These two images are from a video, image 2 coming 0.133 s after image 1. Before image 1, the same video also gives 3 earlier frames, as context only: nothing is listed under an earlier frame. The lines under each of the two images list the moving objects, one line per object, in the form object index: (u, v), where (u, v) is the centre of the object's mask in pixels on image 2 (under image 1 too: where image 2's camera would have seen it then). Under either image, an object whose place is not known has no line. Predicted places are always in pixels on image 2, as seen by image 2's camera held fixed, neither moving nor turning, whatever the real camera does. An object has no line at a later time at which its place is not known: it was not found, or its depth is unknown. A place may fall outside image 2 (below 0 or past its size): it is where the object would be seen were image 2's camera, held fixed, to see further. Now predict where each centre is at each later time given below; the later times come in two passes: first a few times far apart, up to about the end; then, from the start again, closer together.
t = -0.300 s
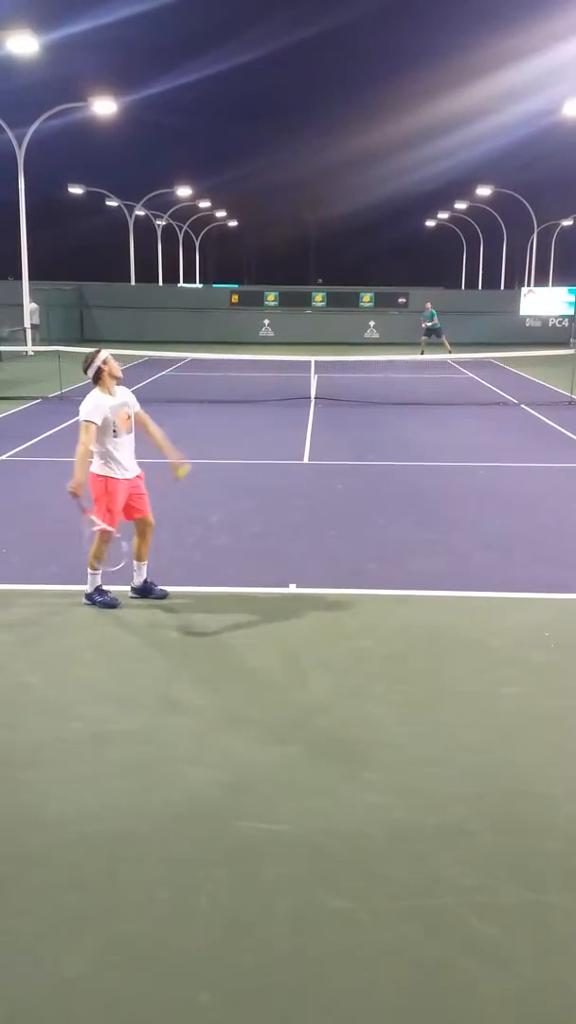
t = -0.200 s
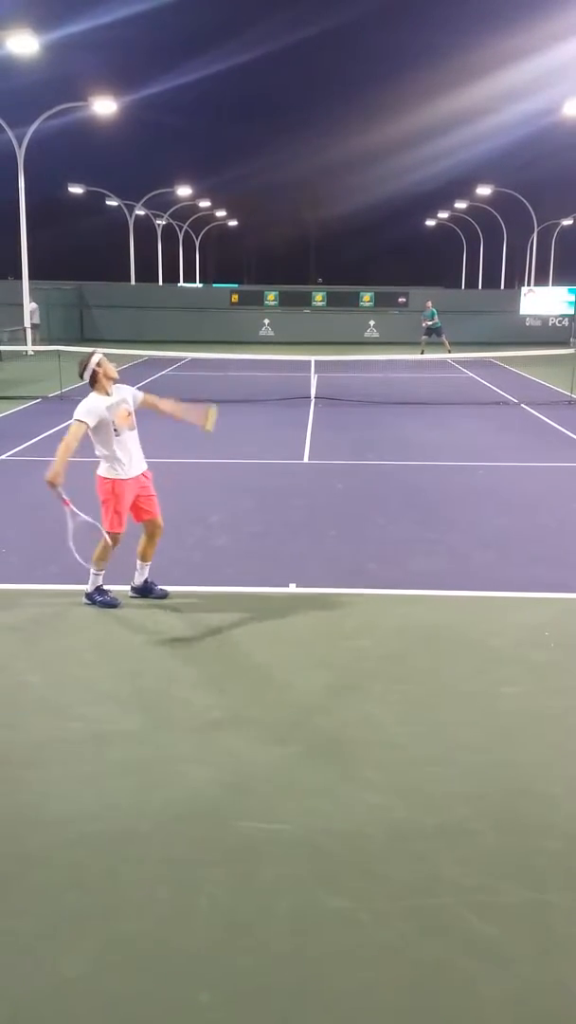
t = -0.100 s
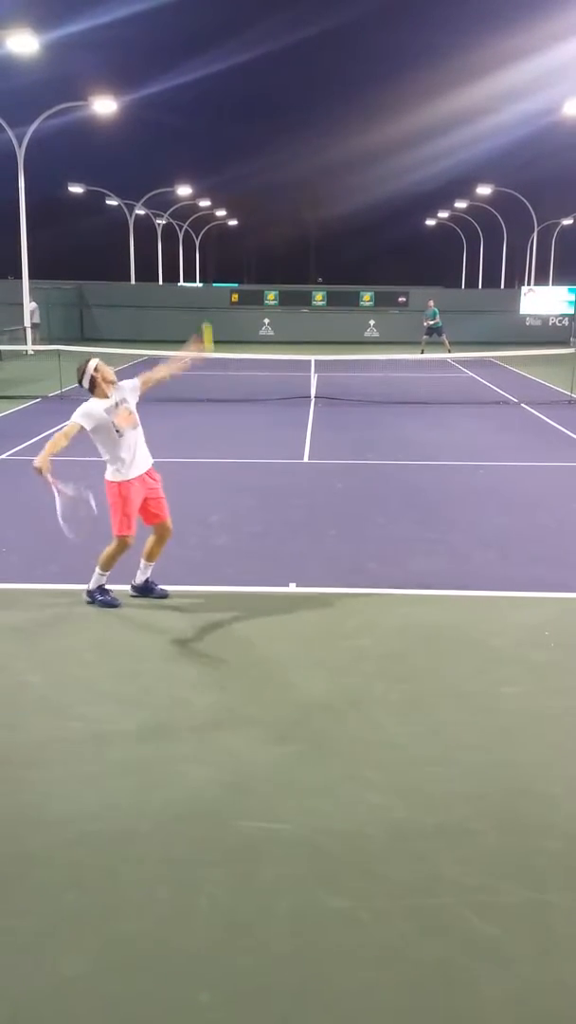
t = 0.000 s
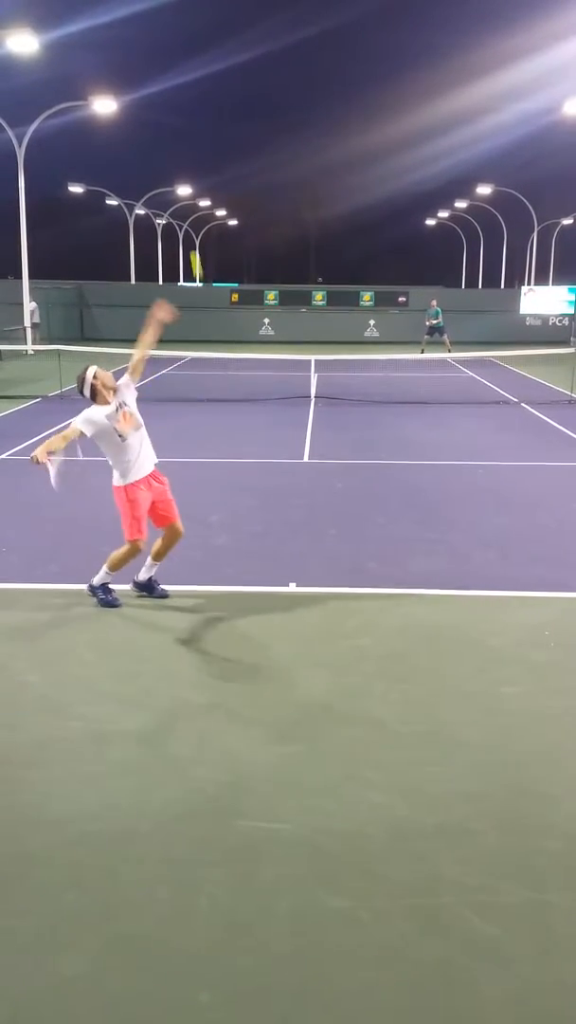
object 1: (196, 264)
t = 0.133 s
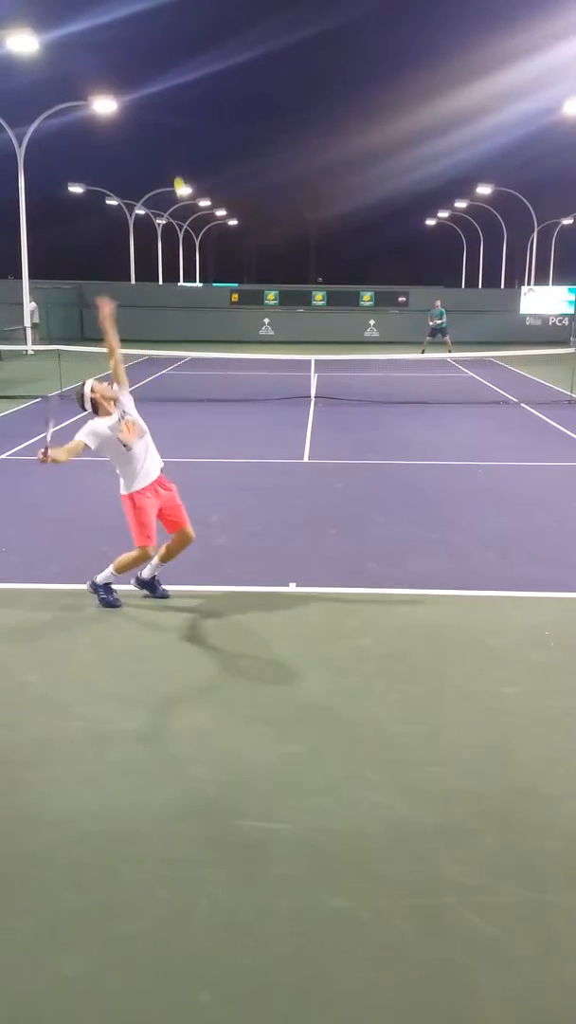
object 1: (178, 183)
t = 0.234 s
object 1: (168, 148)
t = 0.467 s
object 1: (142, 112)
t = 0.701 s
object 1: (118, 155)
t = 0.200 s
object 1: (172, 159)
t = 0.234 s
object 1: (168, 148)
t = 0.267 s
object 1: (164, 137)
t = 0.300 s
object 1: (160, 129)
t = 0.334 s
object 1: (157, 122)
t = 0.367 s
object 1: (153, 118)
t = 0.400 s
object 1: (149, 114)
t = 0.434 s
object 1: (146, 113)
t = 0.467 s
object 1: (142, 112)
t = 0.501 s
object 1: (139, 114)
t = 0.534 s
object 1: (135, 117)
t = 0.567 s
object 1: (132, 121)
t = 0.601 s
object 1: (128, 128)
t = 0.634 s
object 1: (125, 135)
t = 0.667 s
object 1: (121, 144)
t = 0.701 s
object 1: (118, 155)
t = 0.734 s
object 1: (115, 167)
